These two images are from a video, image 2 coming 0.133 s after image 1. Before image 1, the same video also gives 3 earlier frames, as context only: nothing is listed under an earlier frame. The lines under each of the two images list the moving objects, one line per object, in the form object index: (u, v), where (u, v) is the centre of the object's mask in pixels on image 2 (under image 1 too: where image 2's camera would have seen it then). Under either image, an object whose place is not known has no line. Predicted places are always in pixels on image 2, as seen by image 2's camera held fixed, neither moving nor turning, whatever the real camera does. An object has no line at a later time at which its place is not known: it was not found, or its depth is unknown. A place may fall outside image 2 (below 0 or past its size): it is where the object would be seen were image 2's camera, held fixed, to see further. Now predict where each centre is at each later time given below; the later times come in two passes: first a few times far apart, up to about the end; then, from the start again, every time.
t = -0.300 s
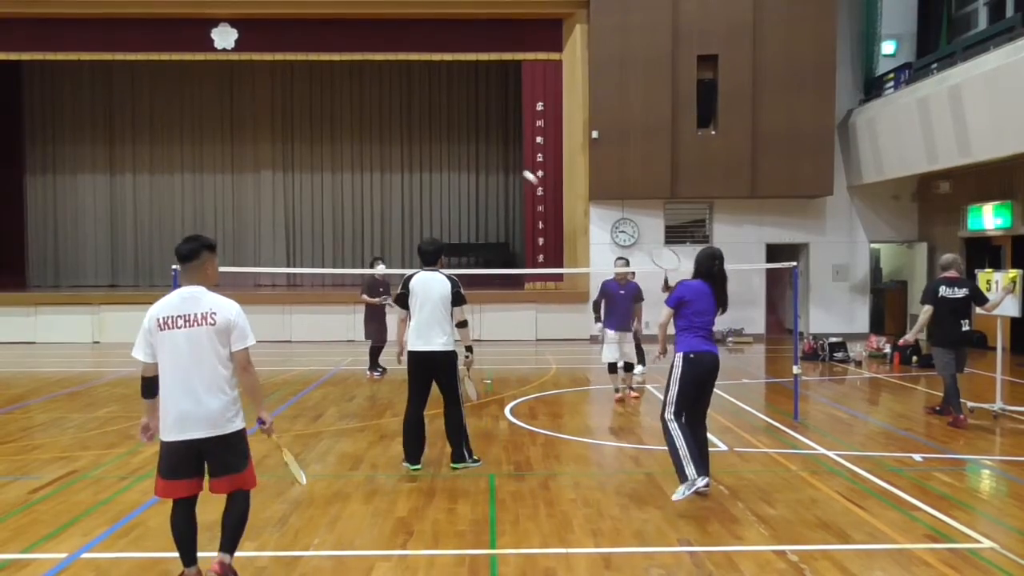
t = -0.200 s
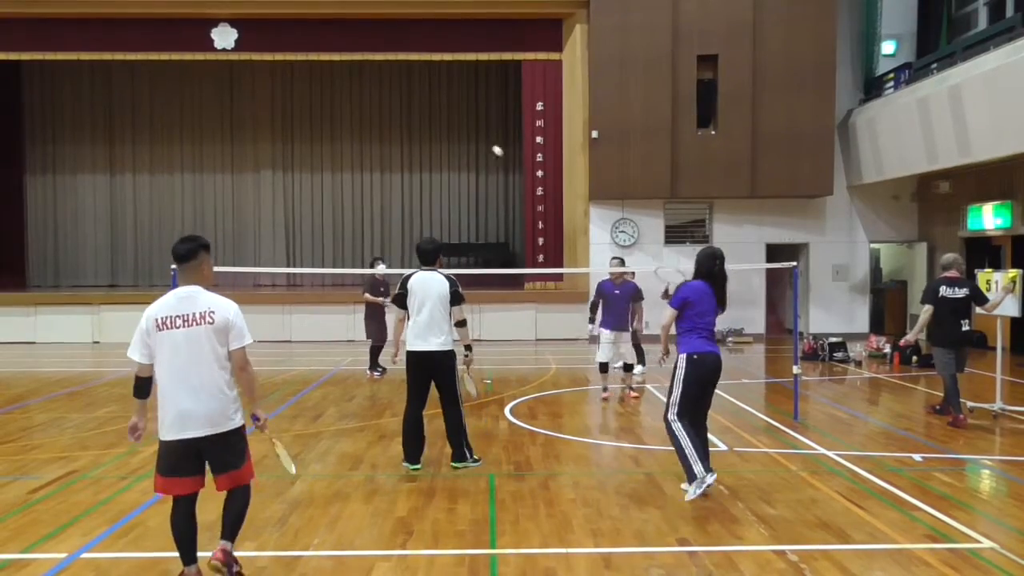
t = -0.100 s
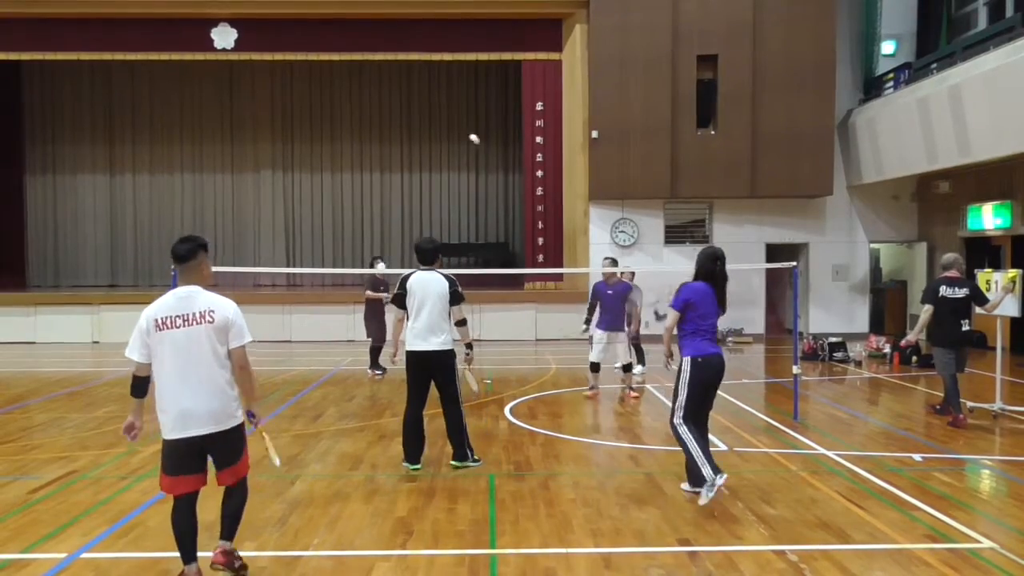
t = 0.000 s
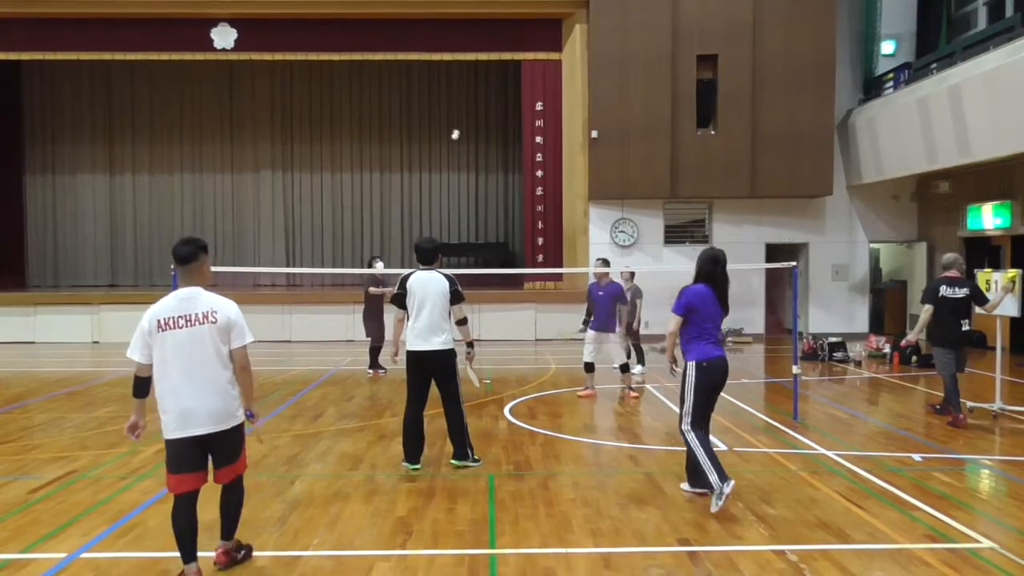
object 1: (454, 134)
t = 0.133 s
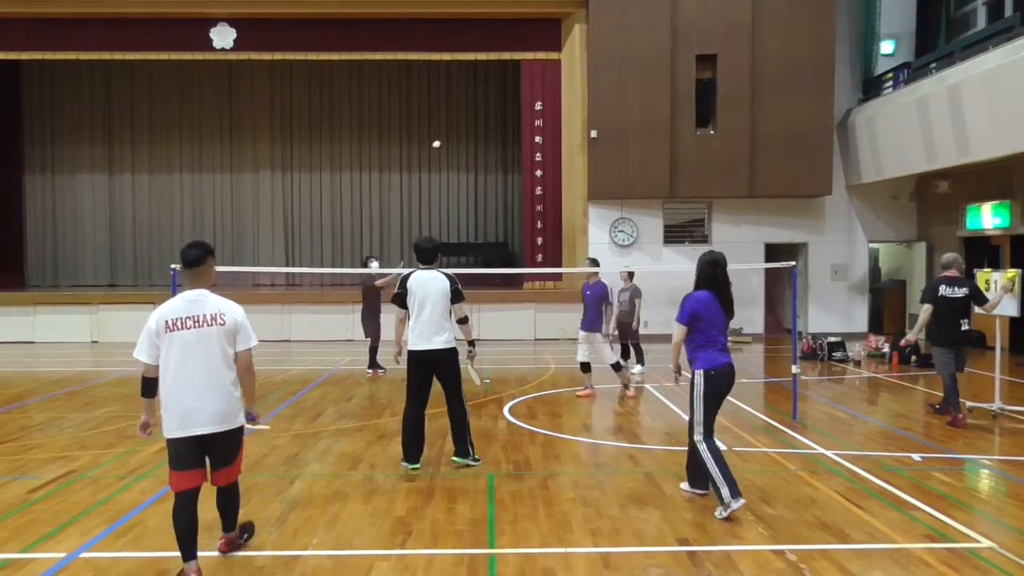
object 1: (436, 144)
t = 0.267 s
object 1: (422, 163)
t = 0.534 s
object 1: (400, 220)
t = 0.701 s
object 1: (392, 267)
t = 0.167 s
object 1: (433, 148)
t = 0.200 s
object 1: (429, 153)
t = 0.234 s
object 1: (425, 158)
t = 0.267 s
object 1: (422, 163)
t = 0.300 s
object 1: (418, 168)
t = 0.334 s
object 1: (415, 174)
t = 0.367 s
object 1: (412, 181)
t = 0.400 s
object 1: (409, 188)
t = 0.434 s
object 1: (406, 196)
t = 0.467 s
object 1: (404, 203)
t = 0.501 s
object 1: (402, 211)
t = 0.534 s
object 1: (400, 220)
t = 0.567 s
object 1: (398, 229)
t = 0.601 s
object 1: (397, 238)
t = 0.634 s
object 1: (396, 248)
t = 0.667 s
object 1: (394, 258)
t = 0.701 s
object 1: (392, 267)
